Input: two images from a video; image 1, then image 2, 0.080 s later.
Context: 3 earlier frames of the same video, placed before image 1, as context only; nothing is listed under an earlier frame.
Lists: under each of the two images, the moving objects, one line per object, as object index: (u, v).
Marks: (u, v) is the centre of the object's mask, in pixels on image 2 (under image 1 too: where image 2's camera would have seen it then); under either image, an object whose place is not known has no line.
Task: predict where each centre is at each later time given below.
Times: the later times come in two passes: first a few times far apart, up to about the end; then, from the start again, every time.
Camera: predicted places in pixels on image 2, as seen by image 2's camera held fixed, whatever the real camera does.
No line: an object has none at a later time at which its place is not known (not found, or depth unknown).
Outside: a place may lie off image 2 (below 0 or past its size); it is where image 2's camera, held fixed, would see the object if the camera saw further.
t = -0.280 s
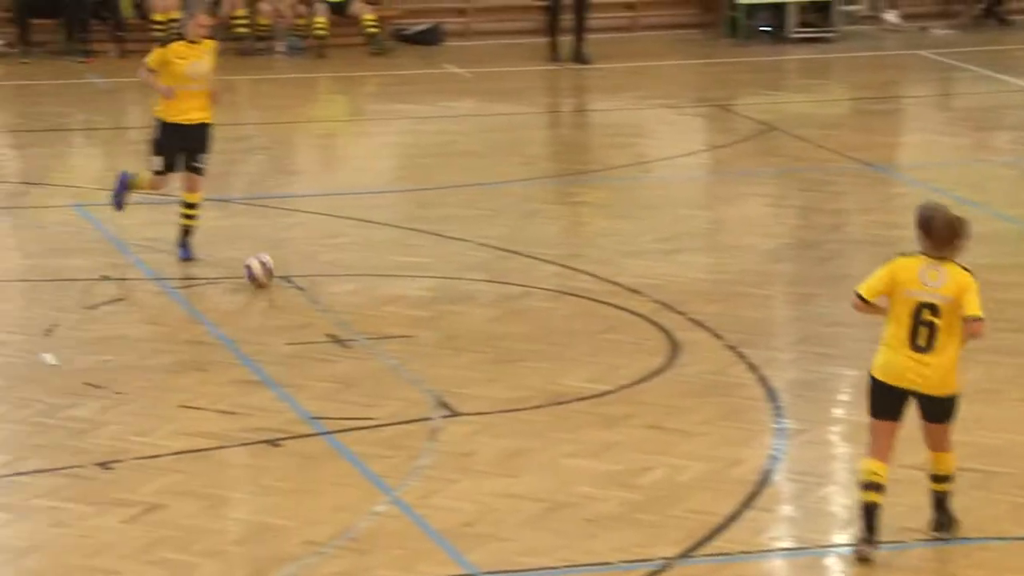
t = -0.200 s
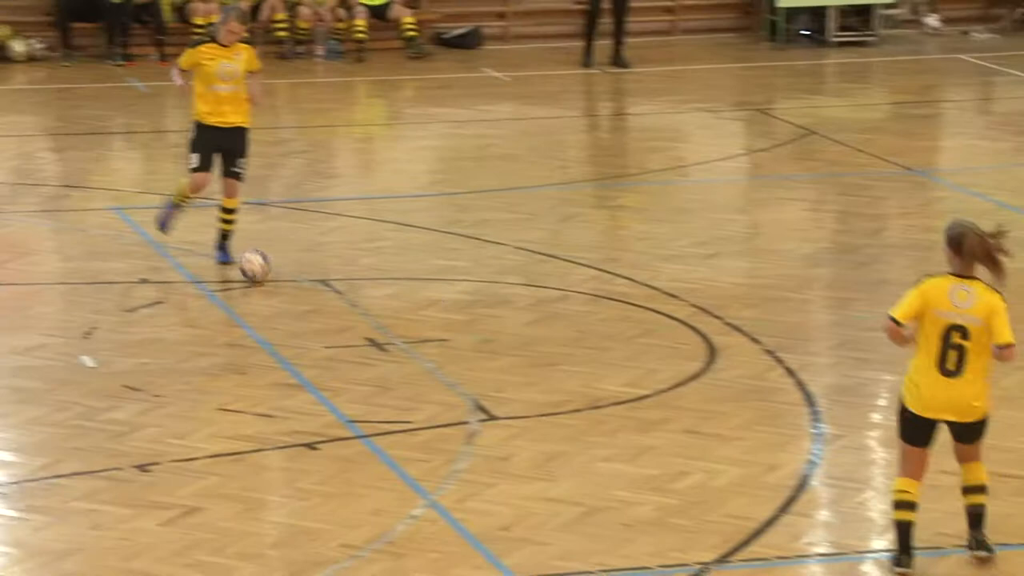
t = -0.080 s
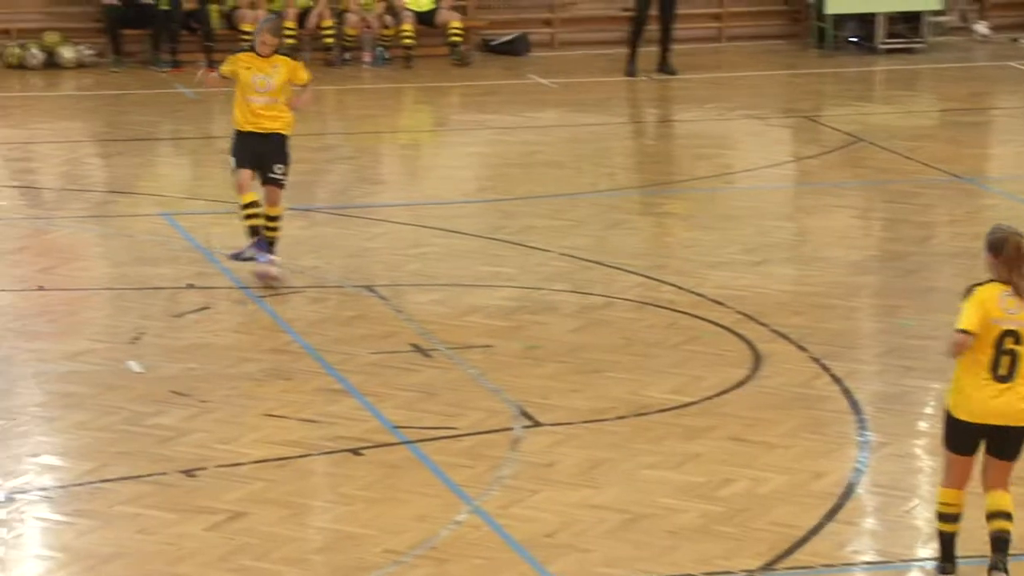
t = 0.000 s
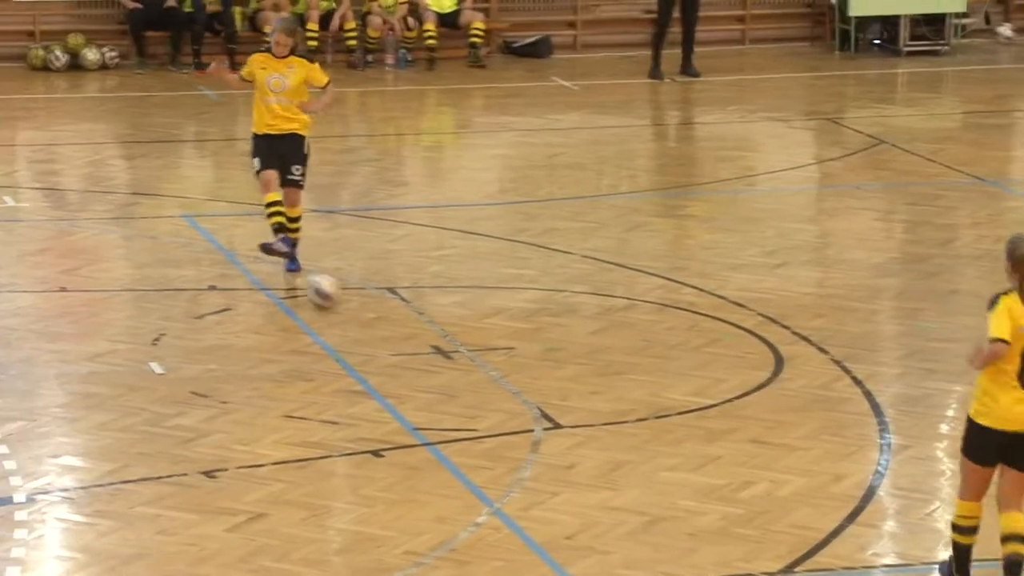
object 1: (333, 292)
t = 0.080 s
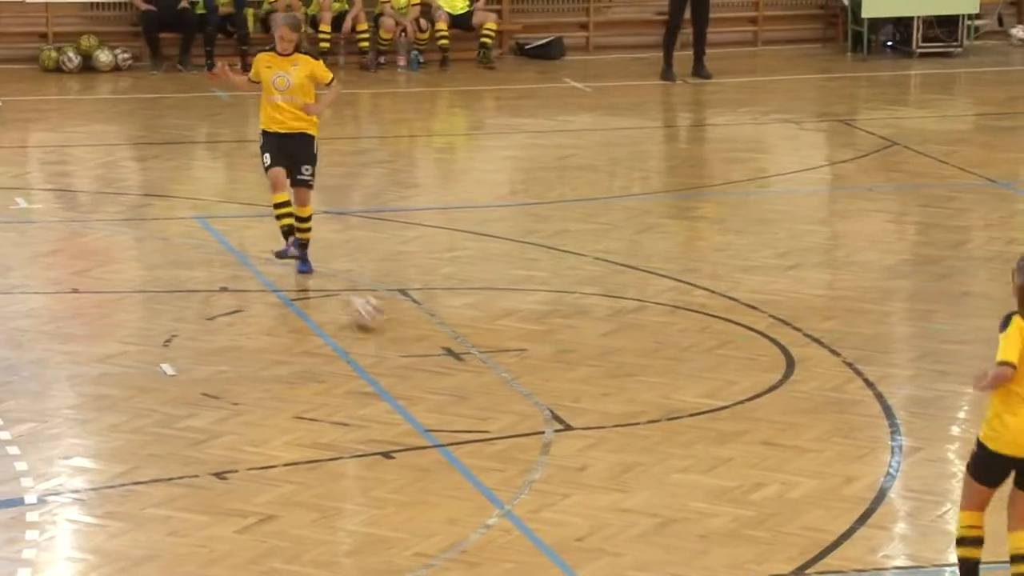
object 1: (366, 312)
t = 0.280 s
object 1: (443, 361)
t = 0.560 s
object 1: (541, 423)
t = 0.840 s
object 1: (649, 491)
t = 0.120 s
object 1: (381, 322)
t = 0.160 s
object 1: (397, 333)
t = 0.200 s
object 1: (411, 342)
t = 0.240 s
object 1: (427, 350)
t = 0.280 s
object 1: (443, 361)
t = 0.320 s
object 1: (456, 369)
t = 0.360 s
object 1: (470, 379)
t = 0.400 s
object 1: (484, 387)
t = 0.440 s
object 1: (501, 395)
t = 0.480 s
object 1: (514, 404)
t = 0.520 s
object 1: (528, 413)
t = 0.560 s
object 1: (541, 423)
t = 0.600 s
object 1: (555, 433)
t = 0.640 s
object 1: (571, 441)
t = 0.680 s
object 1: (586, 450)
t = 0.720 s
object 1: (601, 460)
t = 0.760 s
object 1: (617, 471)
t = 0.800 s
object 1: (631, 479)
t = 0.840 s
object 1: (649, 491)
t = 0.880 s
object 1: (665, 501)
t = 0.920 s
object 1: (681, 511)
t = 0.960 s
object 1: (700, 522)
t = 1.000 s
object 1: (717, 534)
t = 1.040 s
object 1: (734, 546)
